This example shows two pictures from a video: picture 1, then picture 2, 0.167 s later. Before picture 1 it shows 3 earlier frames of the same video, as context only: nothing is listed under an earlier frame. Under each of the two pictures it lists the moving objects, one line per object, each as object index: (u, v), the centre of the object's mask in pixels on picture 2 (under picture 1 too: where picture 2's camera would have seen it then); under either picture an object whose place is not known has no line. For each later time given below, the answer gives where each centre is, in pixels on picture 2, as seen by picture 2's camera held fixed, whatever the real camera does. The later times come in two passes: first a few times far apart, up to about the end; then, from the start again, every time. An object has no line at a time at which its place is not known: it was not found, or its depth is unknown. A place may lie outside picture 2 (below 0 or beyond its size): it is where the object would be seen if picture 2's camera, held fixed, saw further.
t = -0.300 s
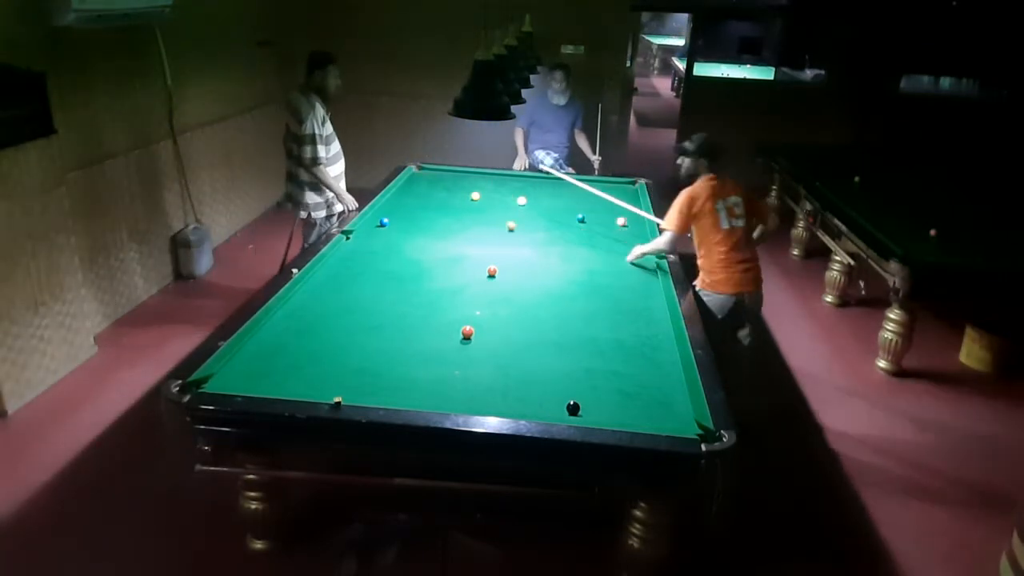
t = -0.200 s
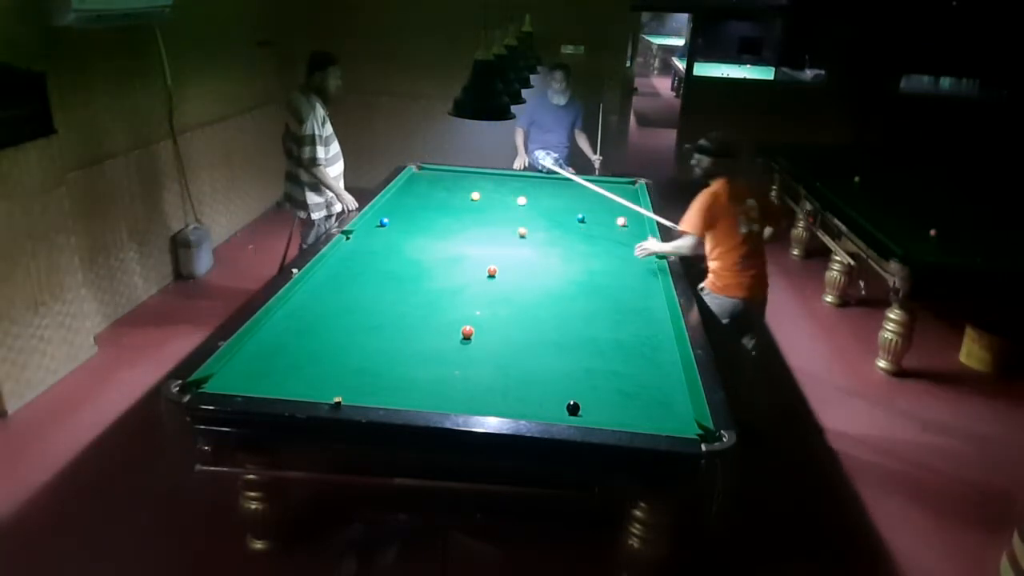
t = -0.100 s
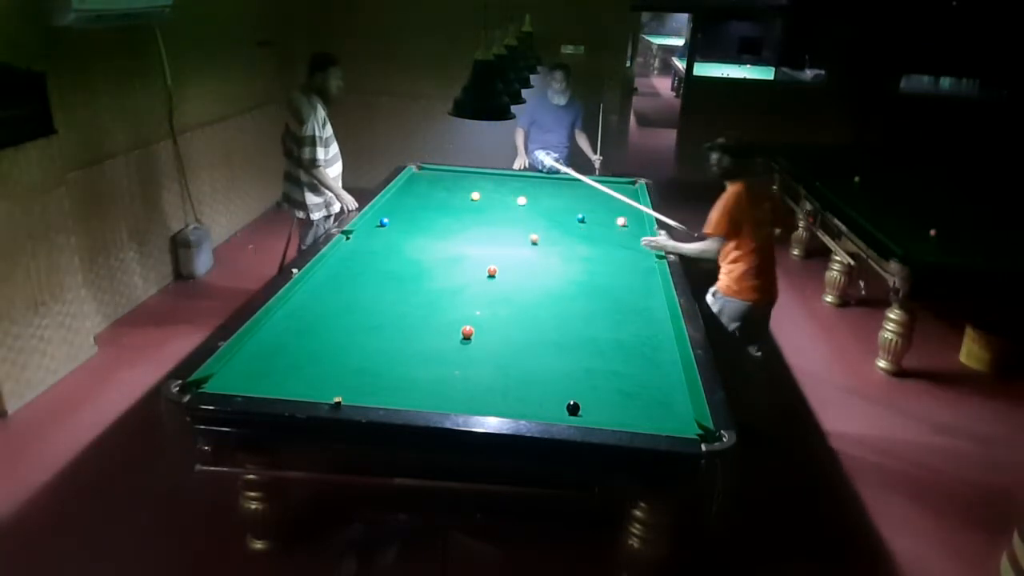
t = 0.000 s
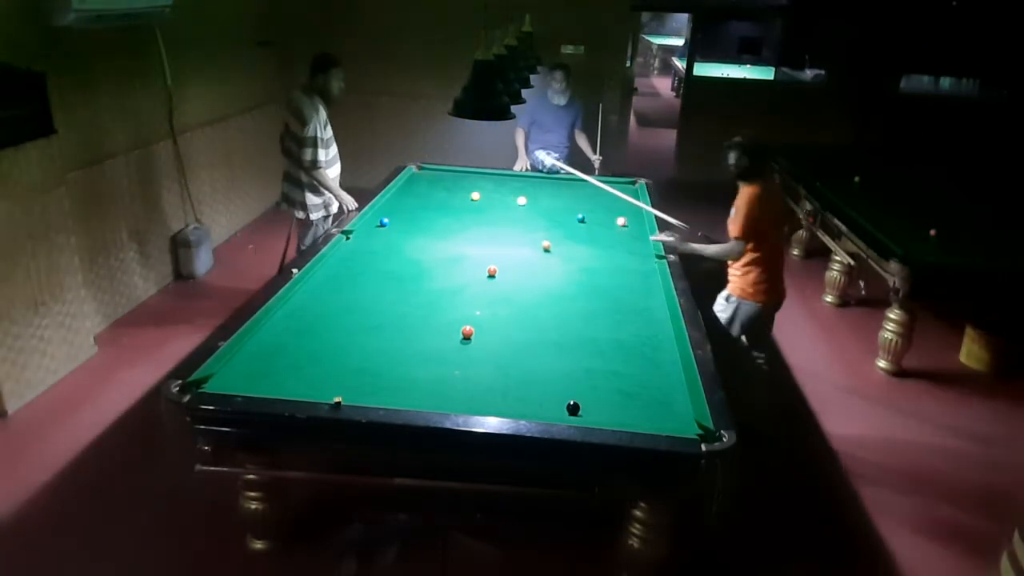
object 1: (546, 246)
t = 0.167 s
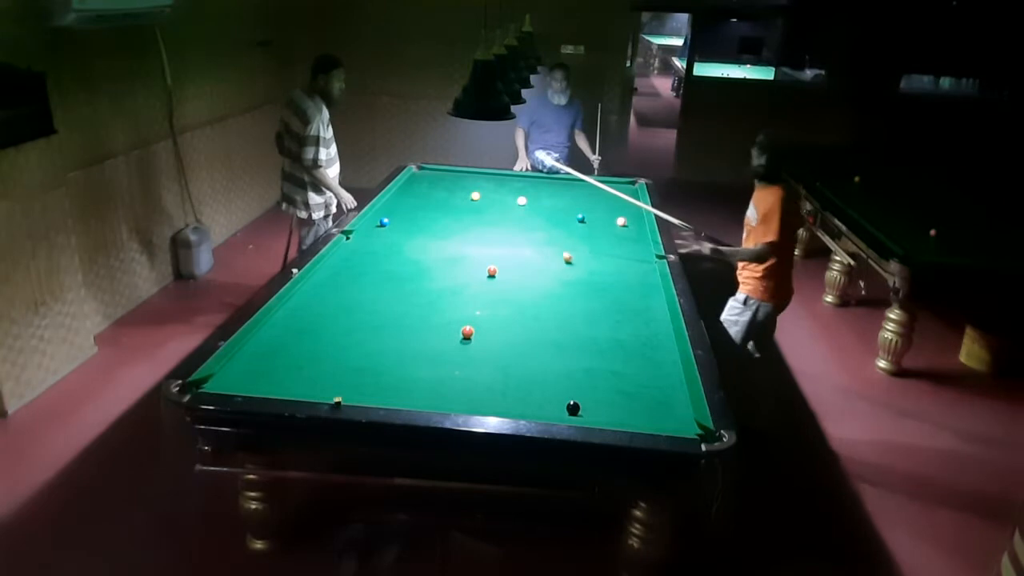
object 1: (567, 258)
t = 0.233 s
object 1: (576, 262)
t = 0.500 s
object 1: (614, 284)
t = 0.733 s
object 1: (652, 305)
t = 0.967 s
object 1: (646, 319)
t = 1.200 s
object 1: (630, 332)
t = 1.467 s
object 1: (610, 348)
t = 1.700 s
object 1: (593, 363)
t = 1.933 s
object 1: (574, 378)
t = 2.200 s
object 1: (552, 396)
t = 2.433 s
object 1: (533, 408)
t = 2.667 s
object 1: (523, 397)
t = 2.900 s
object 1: (514, 386)
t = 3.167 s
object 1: (505, 374)
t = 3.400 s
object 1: (498, 366)
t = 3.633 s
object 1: (492, 358)
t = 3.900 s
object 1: (486, 351)
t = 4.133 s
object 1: (481, 345)
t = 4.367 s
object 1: (477, 341)
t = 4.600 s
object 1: (474, 337)
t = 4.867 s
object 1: (474, 336)
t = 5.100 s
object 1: (474, 336)
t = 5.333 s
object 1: (474, 336)
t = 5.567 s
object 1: (474, 336)
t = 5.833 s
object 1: (474, 336)
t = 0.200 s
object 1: (572, 260)
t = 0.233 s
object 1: (576, 262)
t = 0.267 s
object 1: (581, 265)
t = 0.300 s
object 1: (585, 267)
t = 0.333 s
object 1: (590, 270)
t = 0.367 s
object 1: (595, 273)
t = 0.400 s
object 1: (600, 276)
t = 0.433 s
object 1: (604, 278)
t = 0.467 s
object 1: (609, 281)
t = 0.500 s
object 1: (614, 284)
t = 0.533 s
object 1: (620, 287)
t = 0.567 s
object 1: (625, 290)
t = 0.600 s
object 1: (630, 292)
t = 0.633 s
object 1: (636, 295)
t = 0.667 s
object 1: (641, 299)
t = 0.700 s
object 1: (647, 301)
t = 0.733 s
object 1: (652, 305)
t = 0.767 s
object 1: (658, 307)
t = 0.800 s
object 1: (660, 310)
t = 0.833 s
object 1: (656, 312)
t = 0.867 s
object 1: (653, 314)
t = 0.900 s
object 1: (650, 315)
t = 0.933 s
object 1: (648, 317)
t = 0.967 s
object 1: (646, 319)
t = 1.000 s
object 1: (644, 321)
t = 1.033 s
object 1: (641, 323)
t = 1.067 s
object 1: (639, 325)
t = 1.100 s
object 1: (637, 327)
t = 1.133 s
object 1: (634, 328)
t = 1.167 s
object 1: (632, 330)
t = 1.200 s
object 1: (630, 332)
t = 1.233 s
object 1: (627, 334)
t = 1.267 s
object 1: (625, 336)
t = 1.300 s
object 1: (622, 338)
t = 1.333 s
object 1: (620, 340)
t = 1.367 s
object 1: (618, 342)
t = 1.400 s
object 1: (615, 344)
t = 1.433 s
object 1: (613, 346)
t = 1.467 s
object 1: (610, 348)
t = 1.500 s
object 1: (608, 350)
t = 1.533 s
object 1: (605, 352)
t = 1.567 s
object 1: (603, 354)
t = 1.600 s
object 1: (600, 356)
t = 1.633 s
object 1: (598, 359)
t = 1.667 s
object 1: (595, 361)
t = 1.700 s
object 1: (593, 363)
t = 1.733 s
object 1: (590, 365)
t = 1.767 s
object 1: (587, 367)
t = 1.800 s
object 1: (585, 369)
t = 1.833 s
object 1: (582, 371)
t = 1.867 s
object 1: (579, 373)
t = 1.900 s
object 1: (577, 376)
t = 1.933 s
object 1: (574, 378)
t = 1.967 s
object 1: (571, 380)
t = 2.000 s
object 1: (569, 382)
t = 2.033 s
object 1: (566, 384)
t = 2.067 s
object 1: (563, 387)
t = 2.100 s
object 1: (560, 389)
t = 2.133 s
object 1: (558, 391)
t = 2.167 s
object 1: (555, 393)
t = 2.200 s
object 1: (552, 396)
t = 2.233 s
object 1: (549, 398)
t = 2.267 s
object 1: (547, 401)
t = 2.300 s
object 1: (544, 403)
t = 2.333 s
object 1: (541, 404)
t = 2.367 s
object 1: (538, 406)
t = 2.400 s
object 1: (536, 407)
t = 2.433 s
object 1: (533, 408)
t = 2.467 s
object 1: (531, 406)
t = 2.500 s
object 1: (530, 405)
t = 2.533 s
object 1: (529, 404)
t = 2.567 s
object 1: (527, 403)
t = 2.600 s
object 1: (526, 401)
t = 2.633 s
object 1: (524, 399)
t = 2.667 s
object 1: (523, 397)
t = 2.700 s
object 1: (521, 395)
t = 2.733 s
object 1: (520, 394)
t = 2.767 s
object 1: (519, 392)
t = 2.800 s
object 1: (518, 390)
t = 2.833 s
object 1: (517, 389)
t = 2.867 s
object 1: (515, 387)
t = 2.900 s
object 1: (514, 386)
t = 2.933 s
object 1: (513, 384)
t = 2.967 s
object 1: (512, 383)
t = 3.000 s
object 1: (510, 381)
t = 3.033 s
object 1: (509, 380)
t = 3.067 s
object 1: (508, 378)
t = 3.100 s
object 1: (507, 377)
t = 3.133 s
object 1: (506, 375)
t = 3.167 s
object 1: (505, 374)
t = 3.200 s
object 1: (504, 373)
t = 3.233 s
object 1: (503, 372)
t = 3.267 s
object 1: (502, 370)
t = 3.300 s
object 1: (501, 369)
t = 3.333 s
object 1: (500, 368)
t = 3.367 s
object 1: (499, 367)
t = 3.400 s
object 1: (498, 366)
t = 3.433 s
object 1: (497, 365)
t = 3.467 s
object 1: (496, 364)
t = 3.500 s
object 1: (495, 362)
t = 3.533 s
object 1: (495, 361)
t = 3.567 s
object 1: (494, 360)
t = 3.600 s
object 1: (493, 359)
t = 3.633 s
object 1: (492, 358)
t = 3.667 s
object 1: (491, 357)
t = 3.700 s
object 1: (490, 356)
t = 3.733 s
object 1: (490, 355)
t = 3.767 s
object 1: (489, 354)
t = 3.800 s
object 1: (488, 353)
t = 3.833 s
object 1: (487, 352)
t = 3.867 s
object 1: (486, 352)
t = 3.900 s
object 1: (486, 351)
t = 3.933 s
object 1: (485, 350)
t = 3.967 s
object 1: (484, 349)
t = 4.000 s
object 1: (484, 349)
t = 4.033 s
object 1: (483, 348)
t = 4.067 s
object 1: (482, 347)
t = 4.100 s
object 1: (482, 346)
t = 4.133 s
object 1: (481, 345)
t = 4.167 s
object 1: (481, 345)
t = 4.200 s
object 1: (480, 344)
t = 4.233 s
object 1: (479, 343)
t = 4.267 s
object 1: (479, 343)
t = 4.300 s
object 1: (478, 342)
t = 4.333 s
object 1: (478, 341)
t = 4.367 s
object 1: (477, 341)
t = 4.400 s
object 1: (477, 340)
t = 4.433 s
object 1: (476, 340)
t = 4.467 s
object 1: (476, 339)
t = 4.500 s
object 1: (475, 339)
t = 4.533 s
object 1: (475, 338)
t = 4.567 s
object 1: (474, 338)
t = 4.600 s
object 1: (474, 337)
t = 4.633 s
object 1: (474, 337)
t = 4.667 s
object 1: (474, 337)
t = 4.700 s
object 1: (474, 337)
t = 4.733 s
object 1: (474, 337)
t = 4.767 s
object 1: (474, 337)
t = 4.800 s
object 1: (474, 336)
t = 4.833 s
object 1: (474, 336)
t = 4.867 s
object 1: (474, 336)
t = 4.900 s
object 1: (474, 336)
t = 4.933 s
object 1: (474, 336)
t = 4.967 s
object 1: (474, 336)
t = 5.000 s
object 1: (474, 336)
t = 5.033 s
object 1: (474, 336)
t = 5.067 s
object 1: (474, 336)
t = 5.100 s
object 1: (474, 336)
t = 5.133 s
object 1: (474, 336)
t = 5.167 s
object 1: (474, 336)
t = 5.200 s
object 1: (474, 336)
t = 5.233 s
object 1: (474, 336)
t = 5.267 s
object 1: (474, 336)
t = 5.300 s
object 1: (474, 336)
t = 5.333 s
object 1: (474, 336)
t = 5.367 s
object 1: (474, 336)
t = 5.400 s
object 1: (474, 336)
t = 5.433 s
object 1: (474, 336)
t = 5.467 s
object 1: (474, 336)
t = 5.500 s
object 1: (474, 336)
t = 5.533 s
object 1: (474, 336)
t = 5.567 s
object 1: (474, 336)
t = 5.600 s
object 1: (474, 336)
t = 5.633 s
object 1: (474, 336)
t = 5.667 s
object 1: (474, 336)
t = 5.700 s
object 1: (474, 336)
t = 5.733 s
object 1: (474, 336)
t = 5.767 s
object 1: (474, 336)
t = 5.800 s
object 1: (474, 336)
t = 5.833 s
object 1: (474, 336)
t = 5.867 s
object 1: (474, 336)
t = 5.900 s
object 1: (474, 336)
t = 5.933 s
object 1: (474, 336)
